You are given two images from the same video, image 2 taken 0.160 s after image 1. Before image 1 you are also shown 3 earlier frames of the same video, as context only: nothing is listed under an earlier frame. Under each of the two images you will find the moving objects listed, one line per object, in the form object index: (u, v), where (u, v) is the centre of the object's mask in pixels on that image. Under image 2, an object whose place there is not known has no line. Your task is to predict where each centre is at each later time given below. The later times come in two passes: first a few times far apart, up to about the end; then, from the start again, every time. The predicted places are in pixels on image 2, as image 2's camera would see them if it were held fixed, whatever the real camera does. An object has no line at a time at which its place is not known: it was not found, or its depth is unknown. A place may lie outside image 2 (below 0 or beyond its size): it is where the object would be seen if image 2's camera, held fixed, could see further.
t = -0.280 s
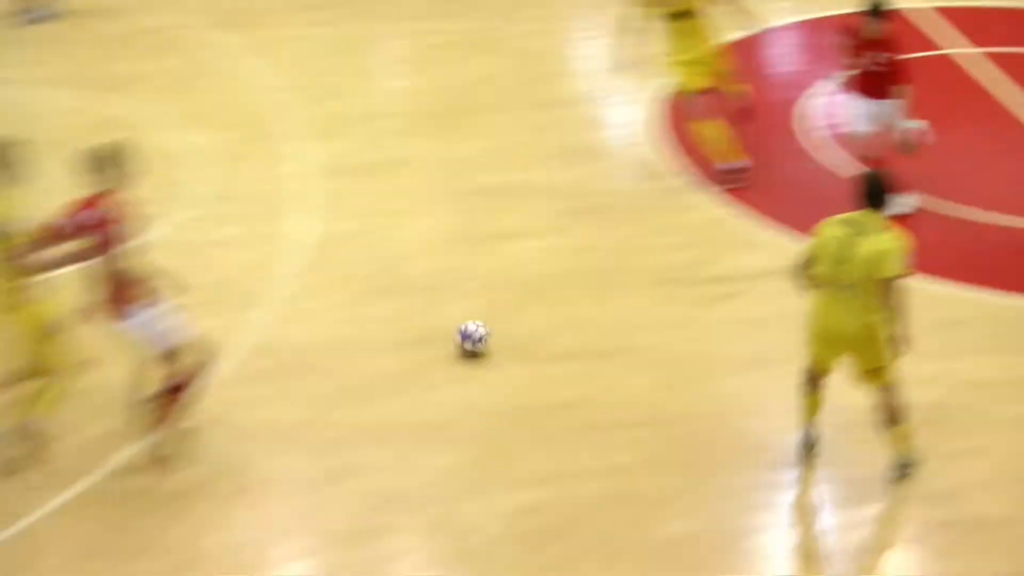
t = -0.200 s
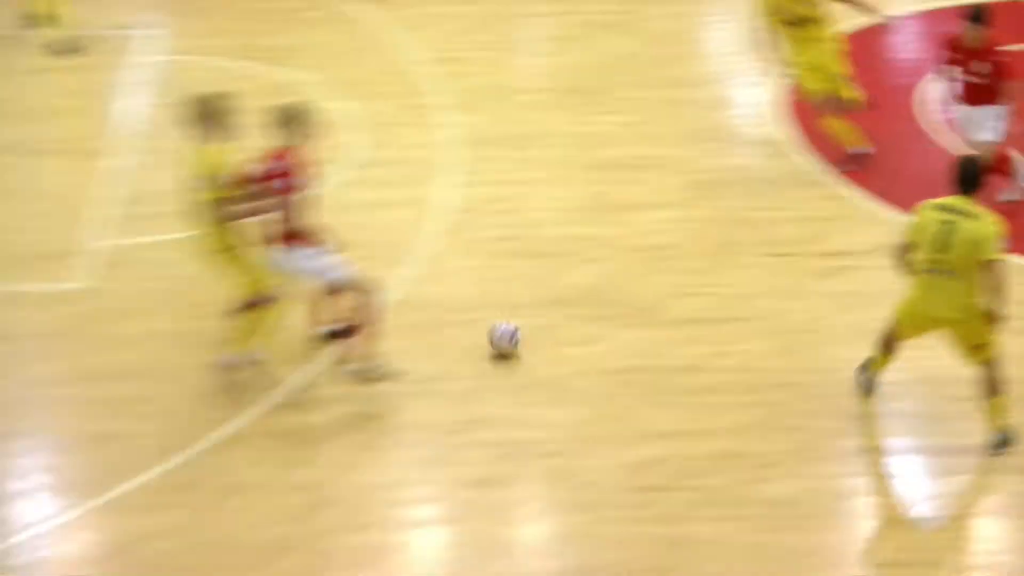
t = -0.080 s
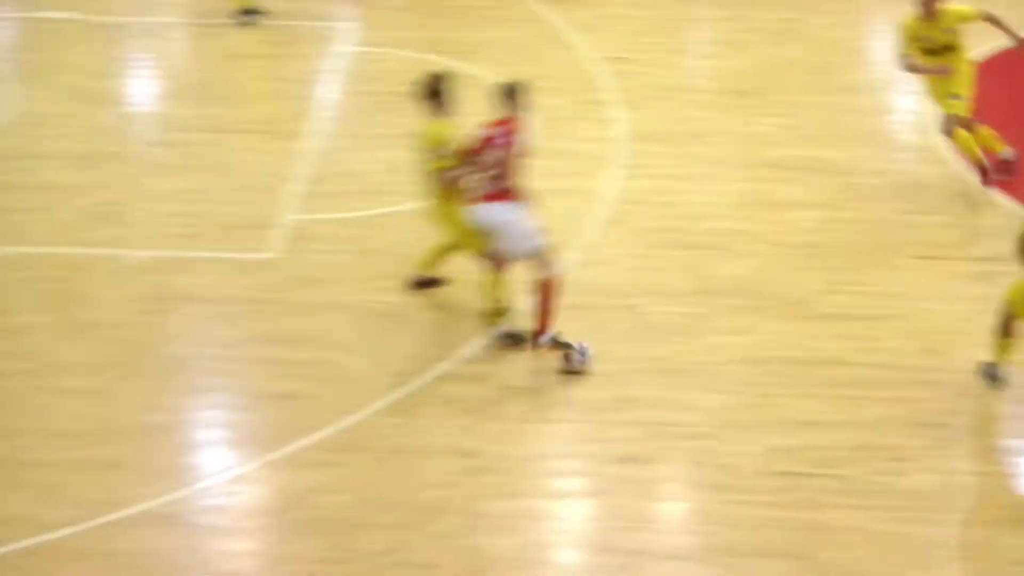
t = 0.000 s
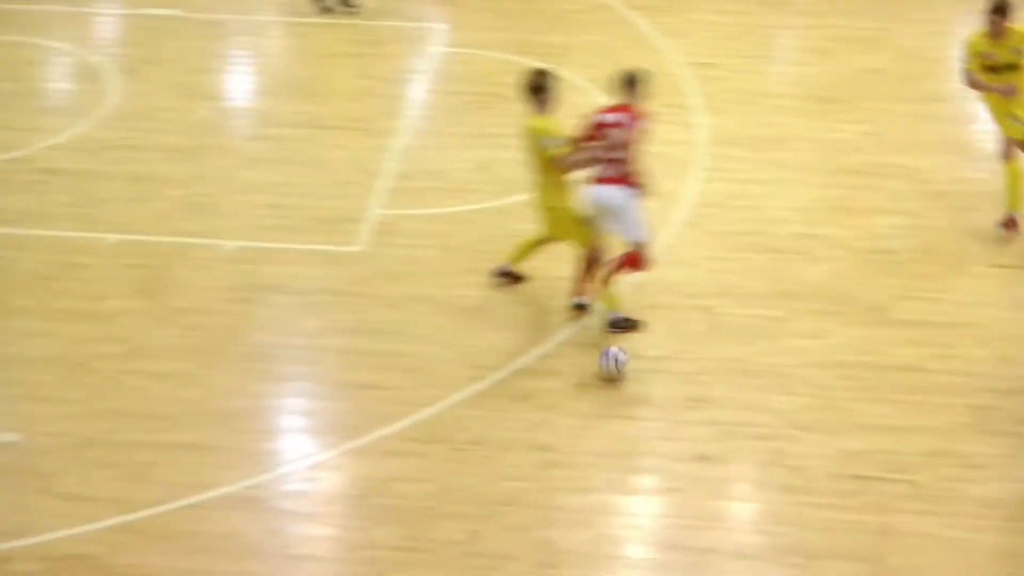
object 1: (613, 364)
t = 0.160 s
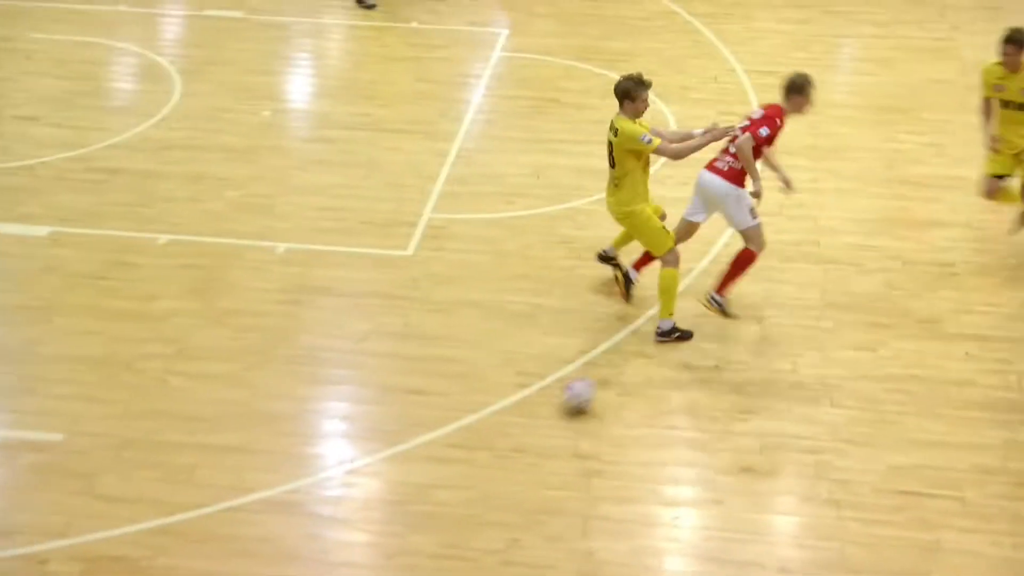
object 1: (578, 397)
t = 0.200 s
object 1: (558, 403)
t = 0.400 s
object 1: (450, 429)
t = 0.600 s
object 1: (341, 456)
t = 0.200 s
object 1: (558, 403)
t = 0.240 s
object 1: (536, 408)
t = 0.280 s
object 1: (516, 413)
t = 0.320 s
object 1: (494, 419)
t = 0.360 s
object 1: (471, 424)
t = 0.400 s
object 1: (450, 429)
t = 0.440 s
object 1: (429, 435)
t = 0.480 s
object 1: (406, 440)
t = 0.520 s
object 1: (383, 446)
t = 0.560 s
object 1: (362, 451)
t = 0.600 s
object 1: (341, 456)
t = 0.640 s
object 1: (320, 462)
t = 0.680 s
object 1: (298, 468)
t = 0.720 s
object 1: (276, 474)
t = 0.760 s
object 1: (255, 478)
